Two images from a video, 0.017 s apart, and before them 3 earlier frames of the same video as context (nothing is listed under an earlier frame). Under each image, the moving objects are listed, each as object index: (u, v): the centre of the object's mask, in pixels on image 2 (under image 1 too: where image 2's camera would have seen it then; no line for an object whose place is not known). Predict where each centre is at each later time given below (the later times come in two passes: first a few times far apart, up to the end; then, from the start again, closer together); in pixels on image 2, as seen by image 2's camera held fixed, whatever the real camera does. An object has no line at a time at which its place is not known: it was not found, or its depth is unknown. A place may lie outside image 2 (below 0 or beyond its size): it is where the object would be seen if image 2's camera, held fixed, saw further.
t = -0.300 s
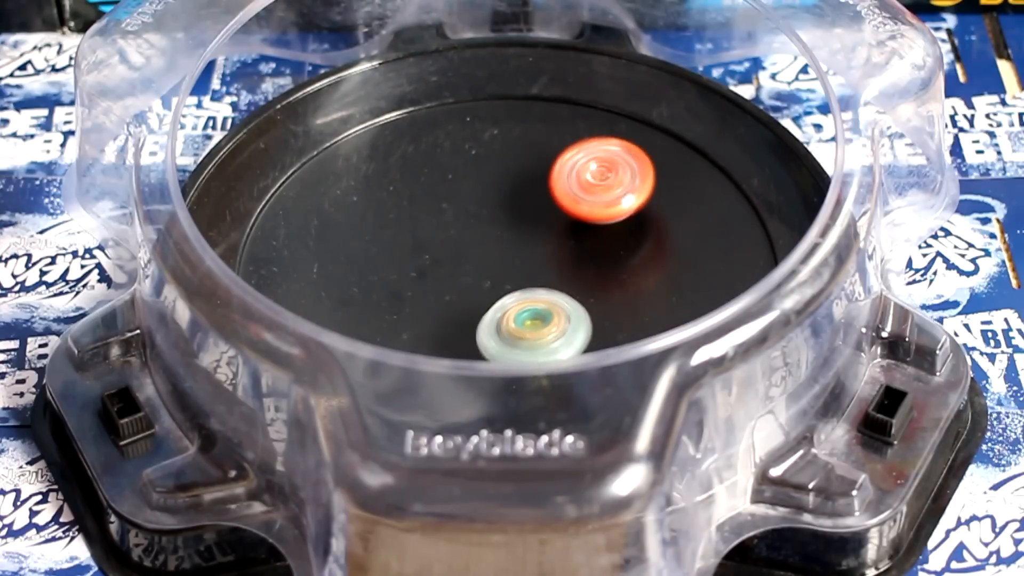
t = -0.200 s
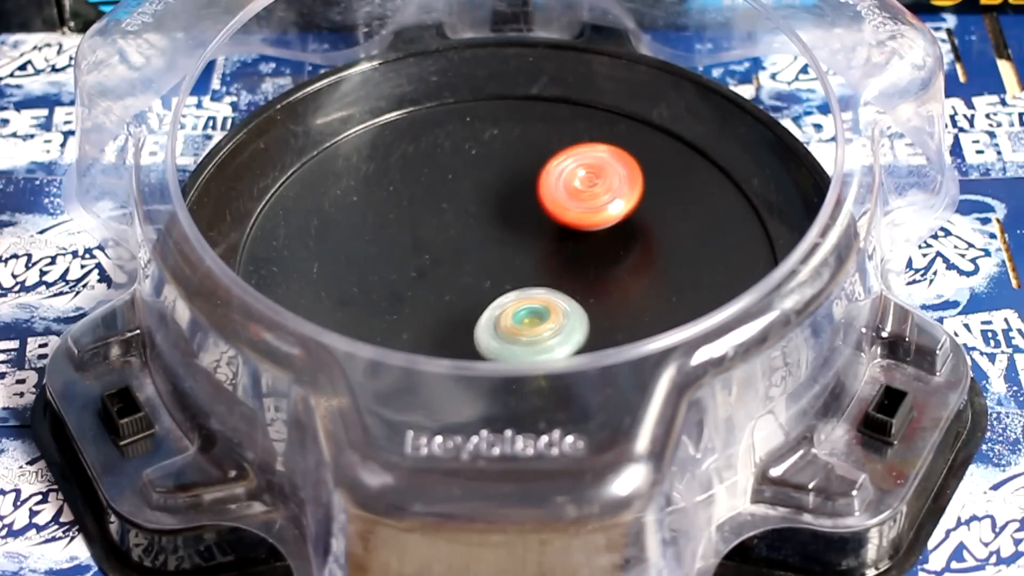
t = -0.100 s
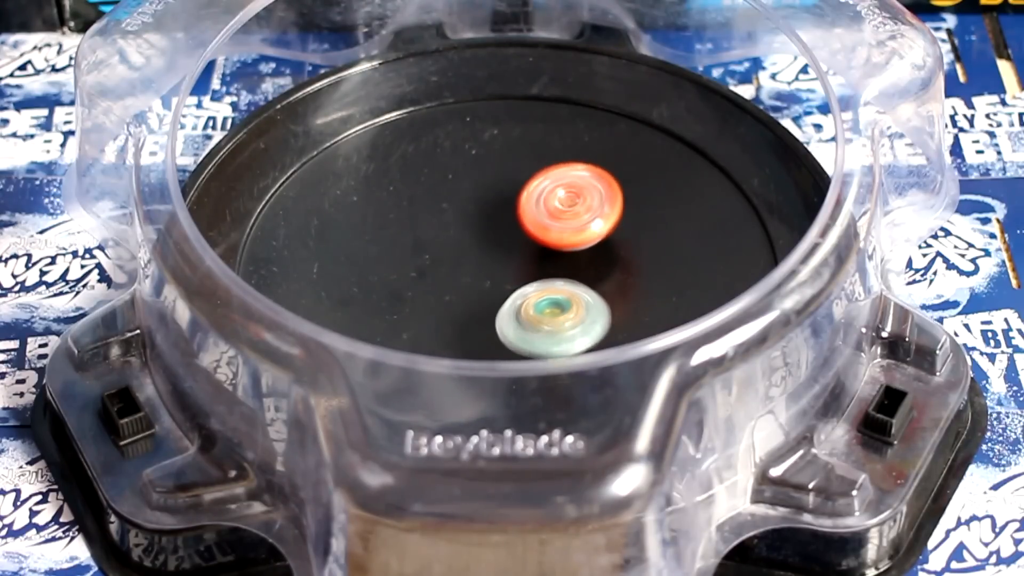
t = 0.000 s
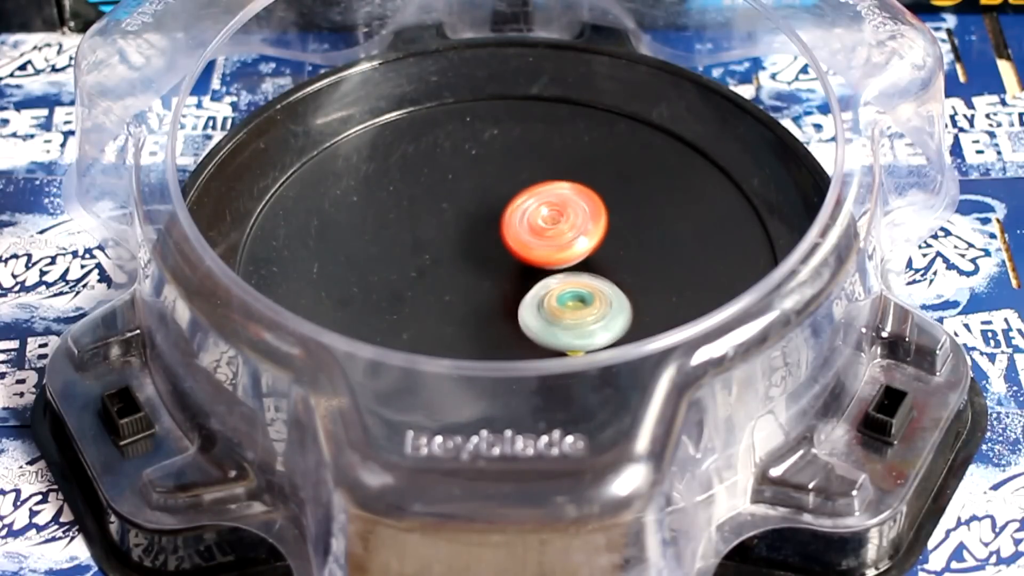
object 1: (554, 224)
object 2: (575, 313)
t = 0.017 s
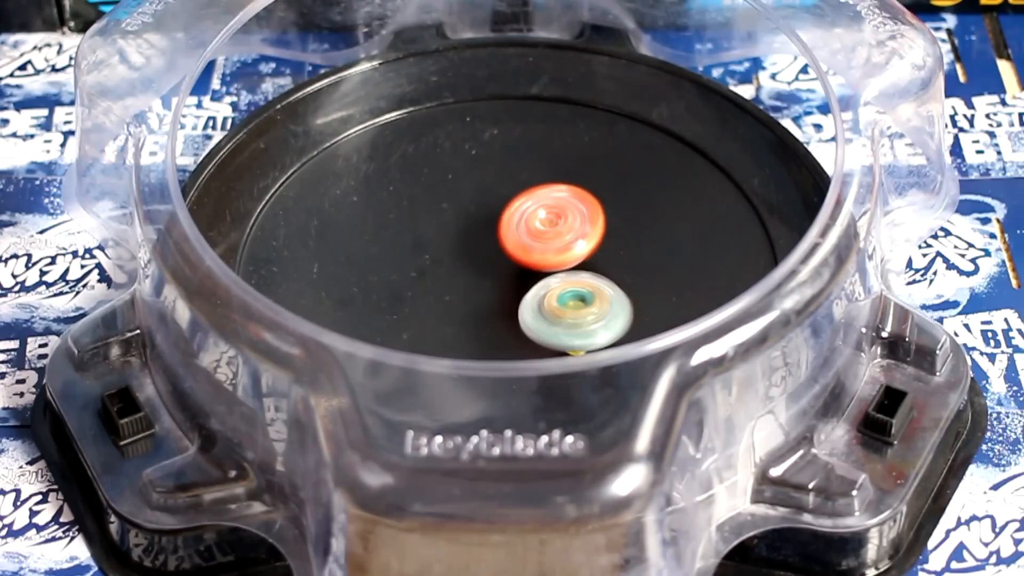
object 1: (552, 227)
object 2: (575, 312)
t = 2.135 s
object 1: (633, 272)
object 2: (472, 263)
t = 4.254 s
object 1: (451, 249)
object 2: (567, 256)
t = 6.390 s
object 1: (553, 329)
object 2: (459, 204)
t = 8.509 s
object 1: (519, 293)
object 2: (534, 214)
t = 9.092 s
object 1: (512, 321)
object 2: (539, 222)
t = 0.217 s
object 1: (537, 237)
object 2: (541, 321)
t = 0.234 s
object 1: (536, 239)
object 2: (537, 321)
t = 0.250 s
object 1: (534, 240)
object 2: (533, 321)
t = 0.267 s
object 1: (534, 241)
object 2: (530, 322)
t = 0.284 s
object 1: (534, 241)
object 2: (526, 323)
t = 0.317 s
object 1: (534, 240)
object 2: (517, 327)
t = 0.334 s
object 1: (535, 240)
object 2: (513, 328)
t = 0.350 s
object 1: (536, 241)
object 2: (510, 329)
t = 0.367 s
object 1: (537, 243)
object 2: (507, 329)
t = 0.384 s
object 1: (537, 246)
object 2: (504, 329)
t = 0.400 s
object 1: (537, 249)
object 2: (501, 329)
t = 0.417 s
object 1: (537, 252)
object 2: (499, 327)
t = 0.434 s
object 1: (538, 254)
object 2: (497, 327)
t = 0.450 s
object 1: (541, 251)
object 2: (491, 327)
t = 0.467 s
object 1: (545, 249)
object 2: (485, 330)
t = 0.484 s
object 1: (549, 246)
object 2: (481, 332)
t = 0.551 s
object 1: (554, 239)
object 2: (469, 333)
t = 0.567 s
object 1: (554, 239)
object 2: (468, 333)
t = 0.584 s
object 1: (553, 238)
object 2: (467, 332)
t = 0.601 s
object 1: (554, 237)
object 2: (466, 330)
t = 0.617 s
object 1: (554, 237)
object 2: (466, 328)
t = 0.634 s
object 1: (554, 237)
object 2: (467, 326)
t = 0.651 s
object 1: (554, 237)
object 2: (468, 323)
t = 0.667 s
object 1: (554, 237)
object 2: (470, 320)
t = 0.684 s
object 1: (554, 237)
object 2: (473, 317)
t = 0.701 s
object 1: (554, 238)
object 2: (476, 312)
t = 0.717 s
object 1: (553, 239)
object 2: (480, 308)
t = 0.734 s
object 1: (553, 239)
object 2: (485, 304)
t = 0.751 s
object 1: (556, 237)
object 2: (487, 302)
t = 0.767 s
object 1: (562, 234)
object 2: (485, 302)
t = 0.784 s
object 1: (567, 232)
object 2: (482, 302)
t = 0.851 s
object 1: (577, 226)
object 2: (478, 300)
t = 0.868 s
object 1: (577, 225)
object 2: (478, 299)
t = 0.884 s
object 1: (577, 224)
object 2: (479, 299)
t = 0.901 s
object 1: (577, 223)
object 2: (481, 298)
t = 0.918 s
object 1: (577, 222)
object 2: (483, 298)
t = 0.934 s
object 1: (577, 222)
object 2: (485, 298)
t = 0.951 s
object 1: (577, 221)
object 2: (488, 299)
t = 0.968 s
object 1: (577, 221)
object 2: (490, 299)
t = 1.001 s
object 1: (575, 221)
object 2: (493, 300)
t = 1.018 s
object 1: (573, 221)
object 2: (493, 301)
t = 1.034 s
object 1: (572, 221)
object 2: (494, 301)
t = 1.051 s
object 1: (571, 221)
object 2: (493, 301)
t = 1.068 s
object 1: (569, 220)
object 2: (492, 302)
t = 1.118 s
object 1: (565, 221)
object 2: (487, 300)
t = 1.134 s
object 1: (564, 221)
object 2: (484, 299)
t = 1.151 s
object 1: (564, 222)
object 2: (481, 297)
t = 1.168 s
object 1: (563, 223)
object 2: (477, 296)
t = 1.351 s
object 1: (552, 239)
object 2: (455, 290)
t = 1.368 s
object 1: (551, 240)
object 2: (455, 290)
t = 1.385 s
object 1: (550, 241)
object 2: (455, 290)
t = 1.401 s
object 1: (550, 242)
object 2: (455, 291)
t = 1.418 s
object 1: (550, 243)
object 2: (455, 291)
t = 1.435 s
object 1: (550, 244)
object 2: (455, 291)
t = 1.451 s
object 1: (550, 245)
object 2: (455, 291)
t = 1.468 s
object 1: (550, 246)
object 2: (454, 290)
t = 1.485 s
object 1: (552, 247)
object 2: (452, 290)
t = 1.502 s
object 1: (553, 248)
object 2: (451, 290)
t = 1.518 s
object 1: (553, 249)
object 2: (450, 289)
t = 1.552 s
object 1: (555, 251)
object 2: (448, 286)
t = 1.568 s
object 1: (555, 253)
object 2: (448, 284)
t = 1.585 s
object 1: (562, 252)
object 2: (440, 283)
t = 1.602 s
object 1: (570, 252)
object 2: (431, 281)
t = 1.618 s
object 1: (578, 252)
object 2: (423, 279)
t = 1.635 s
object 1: (584, 252)
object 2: (417, 277)
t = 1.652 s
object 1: (588, 253)
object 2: (412, 274)
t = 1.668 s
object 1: (592, 253)
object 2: (409, 272)
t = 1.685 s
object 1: (595, 254)
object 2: (408, 270)
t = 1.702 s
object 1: (597, 254)
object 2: (409, 268)
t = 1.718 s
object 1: (598, 255)
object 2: (411, 267)
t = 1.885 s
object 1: (597, 263)
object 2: (476, 264)
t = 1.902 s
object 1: (596, 264)
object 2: (483, 264)
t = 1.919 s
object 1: (600, 265)
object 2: (485, 264)
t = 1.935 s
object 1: (609, 267)
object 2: (482, 263)
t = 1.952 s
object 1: (616, 268)
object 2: (479, 261)
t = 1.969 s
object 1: (622, 269)
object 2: (476, 260)
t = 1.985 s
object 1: (626, 270)
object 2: (474, 259)
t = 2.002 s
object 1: (630, 271)
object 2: (472, 258)
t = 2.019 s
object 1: (632, 271)
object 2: (471, 258)
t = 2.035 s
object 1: (633, 271)
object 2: (470, 258)
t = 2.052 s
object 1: (634, 272)
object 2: (470, 258)
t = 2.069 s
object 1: (634, 272)
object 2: (470, 259)
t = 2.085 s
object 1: (634, 272)
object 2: (470, 259)
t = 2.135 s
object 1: (633, 272)
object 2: (472, 263)
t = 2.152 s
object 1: (632, 272)
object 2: (473, 265)
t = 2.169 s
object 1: (631, 272)
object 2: (475, 267)
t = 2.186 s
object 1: (629, 272)
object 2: (476, 269)
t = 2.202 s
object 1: (628, 272)
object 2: (477, 271)
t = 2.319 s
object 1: (613, 276)
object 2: (482, 280)
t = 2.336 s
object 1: (611, 276)
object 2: (482, 281)
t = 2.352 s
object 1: (608, 276)
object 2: (482, 280)
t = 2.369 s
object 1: (606, 277)
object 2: (481, 280)
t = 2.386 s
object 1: (604, 277)
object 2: (480, 279)
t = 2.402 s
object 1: (602, 277)
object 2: (479, 278)
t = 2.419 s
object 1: (600, 277)
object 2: (478, 276)
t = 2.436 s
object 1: (598, 278)
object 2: (477, 274)
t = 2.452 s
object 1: (596, 278)
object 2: (476, 272)
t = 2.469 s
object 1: (595, 279)
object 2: (476, 270)
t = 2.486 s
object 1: (593, 279)
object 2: (477, 267)
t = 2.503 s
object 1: (591, 280)
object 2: (477, 265)
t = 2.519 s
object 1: (589, 281)
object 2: (478, 262)
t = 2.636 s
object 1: (580, 289)
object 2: (478, 242)
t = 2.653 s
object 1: (578, 290)
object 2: (479, 239)
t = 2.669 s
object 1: (575, 290)
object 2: (481, 237)
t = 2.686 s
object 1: (573, 291)
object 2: (483, 236)
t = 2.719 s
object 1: (569, 293)
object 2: (489, 233)
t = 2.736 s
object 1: (566, 293)
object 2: (492, 232)
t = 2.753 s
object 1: (564, 294)
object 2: (496, 230)
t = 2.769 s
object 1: (563, 296)
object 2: (498, 228)
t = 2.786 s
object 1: (561, 298)
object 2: (500, 226)
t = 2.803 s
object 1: (559, 300)
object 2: (502, 224)
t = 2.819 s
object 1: (557, 301)
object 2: (504, 223)
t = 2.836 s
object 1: (555, 302)
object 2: (505, 222)
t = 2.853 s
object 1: (553, 303)
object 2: (506, 222)
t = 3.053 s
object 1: (522, 315)
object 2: (523, 227)
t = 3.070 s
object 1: (519, 315)
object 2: (524, 228)
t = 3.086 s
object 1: (516, 316)
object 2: (526, 230)
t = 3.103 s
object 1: (514, 316)
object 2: (527, 232)
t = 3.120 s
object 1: (512, 316)
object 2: (528, 234)
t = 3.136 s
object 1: (511, 316)
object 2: (529, 236)
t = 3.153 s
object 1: (508, 317)
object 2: (532, 236)
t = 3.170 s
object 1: (503, 320)
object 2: (535, 233)
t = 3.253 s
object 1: (483, 329)
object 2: (543, 224)
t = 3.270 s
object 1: (481, 329)
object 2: (543, 223)
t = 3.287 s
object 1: (479, 329)
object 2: (544, 223)
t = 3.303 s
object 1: (478, 328)
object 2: (543, 223)
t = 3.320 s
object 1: (477, 328)
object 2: (542, 223)
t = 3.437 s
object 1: (472, 319)
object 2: (534, 231)
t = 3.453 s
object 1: (471, 318)
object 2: (532, 232)
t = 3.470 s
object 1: (471, 316)
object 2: (530, 233)
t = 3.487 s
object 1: (471, 314)
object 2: (528, 234)
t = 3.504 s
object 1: (471, 312)
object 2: (526, 236)
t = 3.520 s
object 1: (471, 310)
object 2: (524, 236)
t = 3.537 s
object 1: (471, 308)
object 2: (522, 236)
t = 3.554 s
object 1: (471, 306)
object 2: (521, 236)
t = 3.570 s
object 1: (470, 305)
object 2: (520, 235)
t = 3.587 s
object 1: (463, 305)
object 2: (524, 231)
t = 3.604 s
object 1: (455, 309)
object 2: (529, 228)
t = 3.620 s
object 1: (449, 310)
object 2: (535, 224)
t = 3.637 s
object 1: (444, 310)
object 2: (541, 222)
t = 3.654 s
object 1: (441, 310)
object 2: (546, 220)
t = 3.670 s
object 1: (438, 309)
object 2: (551, 217)
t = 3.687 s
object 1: (436, 308)
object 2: (554, 216)
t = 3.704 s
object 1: (434, 307)
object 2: (558, 215)
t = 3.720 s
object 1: (434, 306)
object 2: (560, 215)
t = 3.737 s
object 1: (434, 305)
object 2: (562, 216)
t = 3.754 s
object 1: (434, 303)
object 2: (564, 216)
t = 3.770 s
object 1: (435, 302)
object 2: (565, 217)
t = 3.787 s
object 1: (435, 300)
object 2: (565, 218)
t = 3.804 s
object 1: (435, 299)
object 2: (565, 219)
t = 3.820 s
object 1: (435, 297)
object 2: (564, 221)
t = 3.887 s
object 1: (436, 290)
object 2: (561, 227)
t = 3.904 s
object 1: (436, 288)
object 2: (559, 228)
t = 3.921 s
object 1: (436, 286)
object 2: (558, 230)
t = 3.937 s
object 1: (437, 284)
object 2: (557, 232)
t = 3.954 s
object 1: (438, 282)
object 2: (556, 233)
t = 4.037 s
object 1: (442, 272)
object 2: (552, 239)
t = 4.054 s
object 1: (444, 271)
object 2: (552, 240)
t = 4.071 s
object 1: (445, 269)
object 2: (552, 240)
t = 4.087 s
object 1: (447, 267)
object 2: (553, 241)
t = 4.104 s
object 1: (448, 264)
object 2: (553, 243)
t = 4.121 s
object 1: (448, 263)
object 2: (556, 244)
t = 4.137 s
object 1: (448, 261)
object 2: (559, 245)
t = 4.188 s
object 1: (451, 256)
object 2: (562, 249)
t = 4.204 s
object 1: (453, 254)
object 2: (563, 251)
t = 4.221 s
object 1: (454, 253)
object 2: (563, 253)
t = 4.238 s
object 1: (454, 251)
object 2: (565, 254)
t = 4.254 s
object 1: (451, 249)
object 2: (567, 256)
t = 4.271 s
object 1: (451, 247)
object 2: (570, 258)
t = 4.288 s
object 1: (451, 245)
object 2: (572, 260)
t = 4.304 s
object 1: (452, 243)
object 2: (574, 261)
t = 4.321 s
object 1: (453, 242)
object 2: (574, 262)
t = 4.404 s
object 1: (461, 237)
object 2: (568, 269)
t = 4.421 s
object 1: (463, 236)
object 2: (566, 271)
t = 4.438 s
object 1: (466, 235)
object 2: (563, 273)
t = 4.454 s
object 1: (468, 234)
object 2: (563, 274)
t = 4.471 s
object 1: (468, 232)
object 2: (564, 277)
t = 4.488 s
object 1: (467, 229)
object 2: (565, 280)
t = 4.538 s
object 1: (471, 224)
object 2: (568, 288)
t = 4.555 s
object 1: (472, 223)
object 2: (568, 289)
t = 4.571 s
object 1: (474, 223)
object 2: (569, 290)
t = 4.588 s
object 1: (476, 222)
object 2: (568, 291)
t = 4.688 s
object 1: (492, 222)
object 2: (566, 292)
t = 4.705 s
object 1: (495, 222)
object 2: (566, 292)
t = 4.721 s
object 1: (498, 221)
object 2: (566, 291)
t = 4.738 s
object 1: (501, 221)
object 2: (566, 290)
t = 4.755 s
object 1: (503, 221)
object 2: (565, 290)
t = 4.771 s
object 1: (506, 220)
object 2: (565, 289)
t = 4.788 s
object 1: (509, 220)
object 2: (564, 290)
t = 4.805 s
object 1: (510, 216)
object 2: (566, 292)
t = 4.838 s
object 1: (513, 209)
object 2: (567, 298)
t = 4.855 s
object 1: (514, 208)
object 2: (569, 300)
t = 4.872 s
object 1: (517, 207)
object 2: (570, 301)
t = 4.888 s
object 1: (519, 205)
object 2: (571, 302)
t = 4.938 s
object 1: (524, 205)
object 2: (573, 304)
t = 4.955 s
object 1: (526, 205)
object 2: (574, 304)
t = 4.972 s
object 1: (528, 205)
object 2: (574, 305)
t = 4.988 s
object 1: (529, 206)
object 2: (574, 305)
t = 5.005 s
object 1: (531, 207)
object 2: (574, 306)
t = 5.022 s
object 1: (533, 208)
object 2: (574, 305)
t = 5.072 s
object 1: (536, 210)
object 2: (573, 306)
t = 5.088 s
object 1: (538, 211)
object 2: (573, 306)
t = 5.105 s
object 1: (540, 213)
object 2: (572, 306)
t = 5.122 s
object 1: (541, 213)
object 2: (571, 306)
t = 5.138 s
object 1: (542, 214)
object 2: (569, 306)
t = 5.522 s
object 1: (577, 238)
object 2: (498, 323)
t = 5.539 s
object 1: (579, 240)
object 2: (492, 324)
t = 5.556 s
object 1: (580, 241)
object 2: (488, 322)
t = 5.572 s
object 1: (580, 243)
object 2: (481, 321)
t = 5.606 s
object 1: (581, 247)
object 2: (471, 320)
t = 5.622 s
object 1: (581, 249)
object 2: (467, 318)
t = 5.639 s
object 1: (581, 251)
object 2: (463, 315)
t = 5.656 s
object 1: (581, 254)
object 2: (458, 313)
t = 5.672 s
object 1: (581, 256)
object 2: (456, 311)
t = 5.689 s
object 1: (581, 258)
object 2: (454, 306)
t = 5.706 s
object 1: (580, 260)
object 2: (451, 303)
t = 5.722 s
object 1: (579, 262)
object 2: (448, 300)
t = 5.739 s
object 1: (579, 265)
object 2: (449, 296)
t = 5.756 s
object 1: (579, 267)
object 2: (449, 292)
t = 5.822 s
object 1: (576, 275)
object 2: (452, 277)
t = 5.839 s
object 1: (575, 277)
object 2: (452, 274)
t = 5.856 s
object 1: (574, 279)
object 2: (455, 270)
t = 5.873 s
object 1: (573, 281)
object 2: (459, 267)
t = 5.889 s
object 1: (572, 282)
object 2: (461, 263)
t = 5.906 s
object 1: (571, 284)
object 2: (464, 261)
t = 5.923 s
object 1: (572, 287)
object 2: (467, 258)
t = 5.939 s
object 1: (573, 290)
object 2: (468, 253)
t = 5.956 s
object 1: (574, 291)
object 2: (468, 250)
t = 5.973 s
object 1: (573, 293)
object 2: (471, 248)
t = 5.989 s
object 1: (572, 296)
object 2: (475, 246)
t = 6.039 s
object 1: (570, 299)
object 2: (487, 242)
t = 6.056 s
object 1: (569, 300)
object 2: (492, 242)
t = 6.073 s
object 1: (568, 301)
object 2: (496, 241)
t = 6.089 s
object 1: (571, 306)
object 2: (499, 238)
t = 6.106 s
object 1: (574, 311)
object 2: (499, 231)
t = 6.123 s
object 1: (576, 316)
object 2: (498, 223)
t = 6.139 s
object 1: (577, 320)
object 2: (495, 216)
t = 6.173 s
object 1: (576, 324)
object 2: (495, 205)
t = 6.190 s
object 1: (576, 326)
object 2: (494, 200)
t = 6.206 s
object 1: (575, 327)
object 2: (492, 198)
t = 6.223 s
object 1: (573, 328)
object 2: (491, 196)
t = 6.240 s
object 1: (571, 328)
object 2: (489, 194)
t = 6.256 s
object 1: (570, 329)
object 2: (485, 193)
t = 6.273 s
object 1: (568, 329)
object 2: (483, 194)
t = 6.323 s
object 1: (562, 330)
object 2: (472, 197)
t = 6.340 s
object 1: (560, 330)
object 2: (470, 197)
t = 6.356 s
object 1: (559, 329)
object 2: (465, 198)
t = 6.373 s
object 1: (556, 329)
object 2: (461, 201)
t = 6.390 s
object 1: (553, 329)
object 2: (459, 204)
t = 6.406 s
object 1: (552, 329)
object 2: (455, 205)
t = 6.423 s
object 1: (550, 328)
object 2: (450, 209)
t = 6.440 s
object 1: (547, 327)
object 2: (448, 214)
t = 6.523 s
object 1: (535, 323)
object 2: (435, 229)
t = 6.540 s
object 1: (532, 323)
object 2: (433, 233)
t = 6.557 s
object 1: (529, 322)
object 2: (434, 236)
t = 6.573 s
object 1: (526, 320)
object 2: (433, 237)
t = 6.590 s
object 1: (523, 319)
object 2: (433, 240)
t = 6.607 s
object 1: (520, 317)
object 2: (435, 243)
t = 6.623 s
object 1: (518, 315)
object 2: (436, 244)
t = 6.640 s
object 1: (515, 314)
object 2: (437, 246)
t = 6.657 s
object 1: (513, 312)
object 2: (441, 247)
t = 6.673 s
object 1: (511, 310)
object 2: (444, 247)
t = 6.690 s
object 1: (513, 314)
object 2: (443, 243)
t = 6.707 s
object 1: (517, 320)
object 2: (444, 233)
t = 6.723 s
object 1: (521, 324)
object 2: (446, 226)
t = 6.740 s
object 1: (524, 327)
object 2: (446, 219)
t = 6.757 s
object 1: (525, 331)
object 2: (450, 214)
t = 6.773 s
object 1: (528, 332)
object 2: (453, 209)
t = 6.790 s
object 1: (529, 333)
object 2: (457, 206)
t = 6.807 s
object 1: (530, 333)
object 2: (464, 204)
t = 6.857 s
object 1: (531, 332)
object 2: (483, 201)
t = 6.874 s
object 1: (533, 332)
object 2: (488, 200)
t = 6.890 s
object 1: (532, 331)
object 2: (493, 201)
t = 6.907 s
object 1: (532, 329)
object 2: (499, 201)
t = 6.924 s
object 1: (533, 328)
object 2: (502, 203)
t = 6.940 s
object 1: (533, 327)
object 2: (507, 204)
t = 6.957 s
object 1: (533, 325)
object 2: (511, 205)
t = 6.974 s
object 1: (534, 323)
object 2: (513, 208)
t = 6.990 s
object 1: (534, 321)
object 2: (517, 210)
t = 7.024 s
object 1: (536, 317)
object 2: (522, 214)
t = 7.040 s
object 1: (535, 316)
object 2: (525, 216)
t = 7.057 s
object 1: (536, 314)
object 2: (526, 218)
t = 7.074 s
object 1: (537, 311)
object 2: (527, 221)
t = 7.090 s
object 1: (536, 309)
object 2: (530, 222)
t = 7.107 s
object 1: (537, 307)
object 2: (530, 224)
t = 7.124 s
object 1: (537, 304)
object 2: (532, 225)
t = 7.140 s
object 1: (536, 302)
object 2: (533, 224)
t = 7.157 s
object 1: (533, 304)
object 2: (534, 224)
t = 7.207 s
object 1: (523, 314)
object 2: (543, 211)
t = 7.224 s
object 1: (519, 315)
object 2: (547, 207)
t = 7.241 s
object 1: (518, 316)
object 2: (548, 205)
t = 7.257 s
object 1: (516, 315)
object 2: (552, 203)
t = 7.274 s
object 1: (515, 315)
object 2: (555, 202)
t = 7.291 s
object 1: (515, 315)
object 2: (556, 201)
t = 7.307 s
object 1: (514, 315)
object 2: (560, 201)
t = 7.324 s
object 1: (515, 314)
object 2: (561, 201)
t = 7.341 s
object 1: (515, 313)
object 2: (563, 202)
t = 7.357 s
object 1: (515, 313)
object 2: (566, 203)
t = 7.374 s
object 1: (516, 312)
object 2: (565, 204)
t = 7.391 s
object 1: (515, 311)
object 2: (568, 207)
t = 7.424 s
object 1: (516, 309)
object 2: (568, 211)
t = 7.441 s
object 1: (516, 308)
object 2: (570, 214)
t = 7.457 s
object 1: (518, 307)
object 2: (568, 216)
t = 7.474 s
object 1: (517, 306)
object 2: (568, 219)
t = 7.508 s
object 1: (519, 304)
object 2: (567, 225)
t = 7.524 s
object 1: (519, 303)
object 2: (567, 228)
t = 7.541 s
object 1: (520, 302)
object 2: (565, 230)
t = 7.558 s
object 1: (518, 303)
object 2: (567, 230)
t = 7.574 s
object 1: (513, 306)
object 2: (571, 228)
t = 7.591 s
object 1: (510, 308)
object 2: (573, 225)
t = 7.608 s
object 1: (507, 309)
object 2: (574, 225)
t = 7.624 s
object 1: (506, 310)
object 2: (575, 224)
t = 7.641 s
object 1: (505, 309)
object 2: (573, 224)
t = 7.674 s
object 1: (504, 308)
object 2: (570, 223)
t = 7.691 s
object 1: (503, 307)
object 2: (569, 223)
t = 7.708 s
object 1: (504, 306)
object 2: (567, 222)
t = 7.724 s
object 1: (504, 305)
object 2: (565, 222)
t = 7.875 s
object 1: (511, 296)
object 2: (553, 220)
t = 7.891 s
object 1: (511, 295)
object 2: (552, 220)
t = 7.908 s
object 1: (512, 294)
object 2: (551, 220)
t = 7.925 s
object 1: (513, 294)
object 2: (549, 219)
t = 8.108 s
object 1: (511, 292)
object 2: (542, 213)
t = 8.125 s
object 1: (513, 291)
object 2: (540, 213)
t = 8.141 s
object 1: (512, 291)
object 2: (540, 213)
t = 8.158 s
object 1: (512, 292)
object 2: (539, 212)
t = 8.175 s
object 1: (511, 293)
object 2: (539, 210)
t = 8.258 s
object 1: (511, 296)
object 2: (539, 207)
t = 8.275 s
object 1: (512, 295)
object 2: (540, 207)
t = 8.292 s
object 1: (512, 295)
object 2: (538, 207)
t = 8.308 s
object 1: (513, 294)
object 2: (539, 208)
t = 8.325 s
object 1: (513, 294)
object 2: (538, 207)
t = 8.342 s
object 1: (514, 294)
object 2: (537, 208)
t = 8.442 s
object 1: (518, 292)
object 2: (535, 211)
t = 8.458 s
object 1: (519, 292)
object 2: (534, 212)
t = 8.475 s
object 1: (520, 291)
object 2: (535, 213)
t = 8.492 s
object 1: (519, 292)
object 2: (533, 214)
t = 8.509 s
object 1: (519, 293)
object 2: (534, 214)
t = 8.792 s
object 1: (520, 306)
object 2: (526, 225)
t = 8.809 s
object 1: (521, 307)
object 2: (526, 226)
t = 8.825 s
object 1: (520, 307)
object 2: (525, 227)
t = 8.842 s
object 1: (520, 308)
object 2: (525, 229)
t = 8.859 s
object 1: (520, 308)
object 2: (524, 229)
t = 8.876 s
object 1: (519, 309)
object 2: (524, 230)
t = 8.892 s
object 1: (518, 313)
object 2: (524, 227)
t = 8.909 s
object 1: (516, 317)
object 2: (526, 224)
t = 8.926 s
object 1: (515, 318)
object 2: (526, 221)
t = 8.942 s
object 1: (514, 319)
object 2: (528, 220)
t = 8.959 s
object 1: (514, 320)
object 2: (530, 218)
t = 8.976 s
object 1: (514, 321)
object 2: (531, 217)
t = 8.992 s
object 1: (513, 321)
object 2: (534, 217)
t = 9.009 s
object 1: (513, 321)
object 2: (534, 217)
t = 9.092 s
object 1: (512, 321)
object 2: (539, 222)
